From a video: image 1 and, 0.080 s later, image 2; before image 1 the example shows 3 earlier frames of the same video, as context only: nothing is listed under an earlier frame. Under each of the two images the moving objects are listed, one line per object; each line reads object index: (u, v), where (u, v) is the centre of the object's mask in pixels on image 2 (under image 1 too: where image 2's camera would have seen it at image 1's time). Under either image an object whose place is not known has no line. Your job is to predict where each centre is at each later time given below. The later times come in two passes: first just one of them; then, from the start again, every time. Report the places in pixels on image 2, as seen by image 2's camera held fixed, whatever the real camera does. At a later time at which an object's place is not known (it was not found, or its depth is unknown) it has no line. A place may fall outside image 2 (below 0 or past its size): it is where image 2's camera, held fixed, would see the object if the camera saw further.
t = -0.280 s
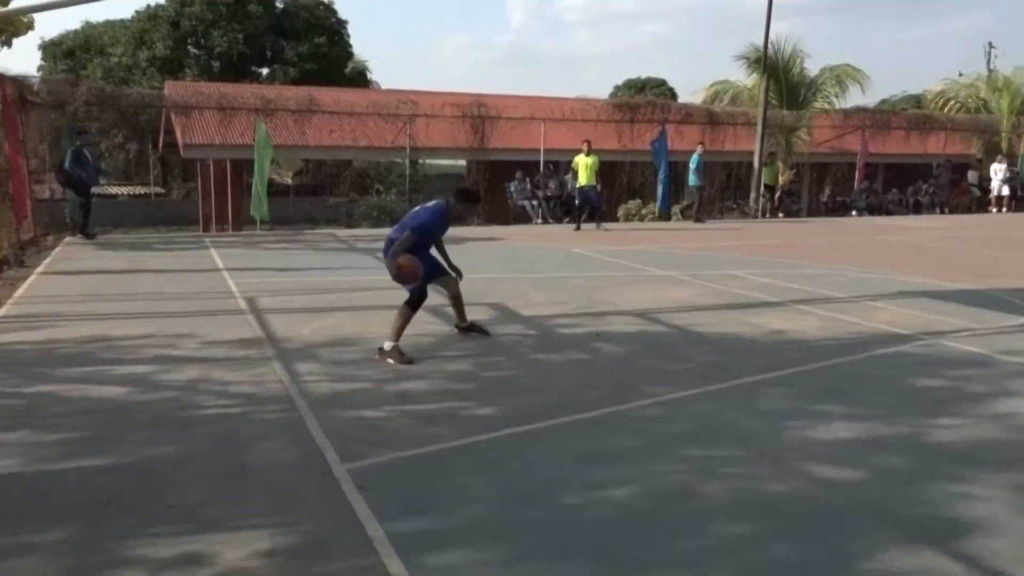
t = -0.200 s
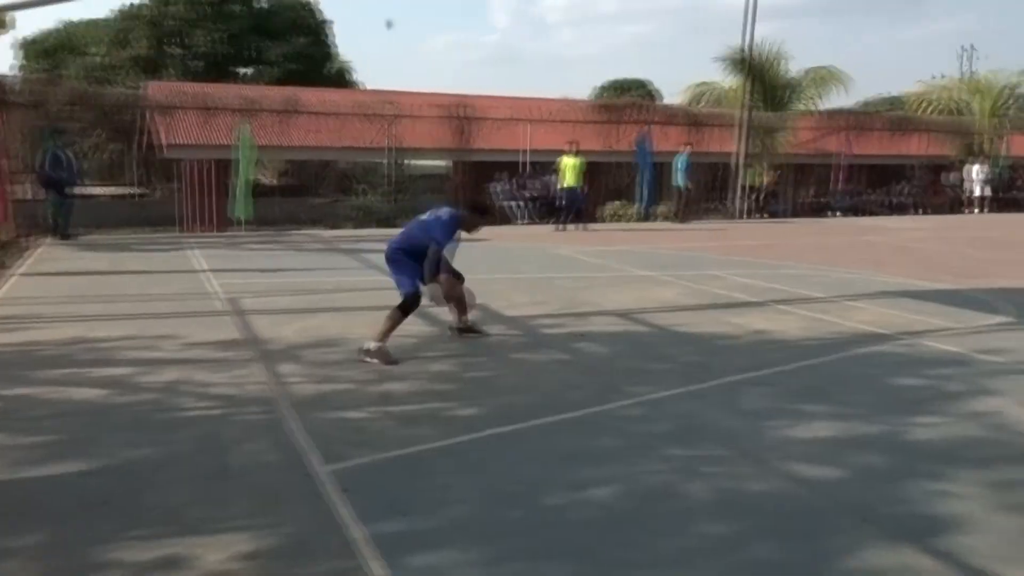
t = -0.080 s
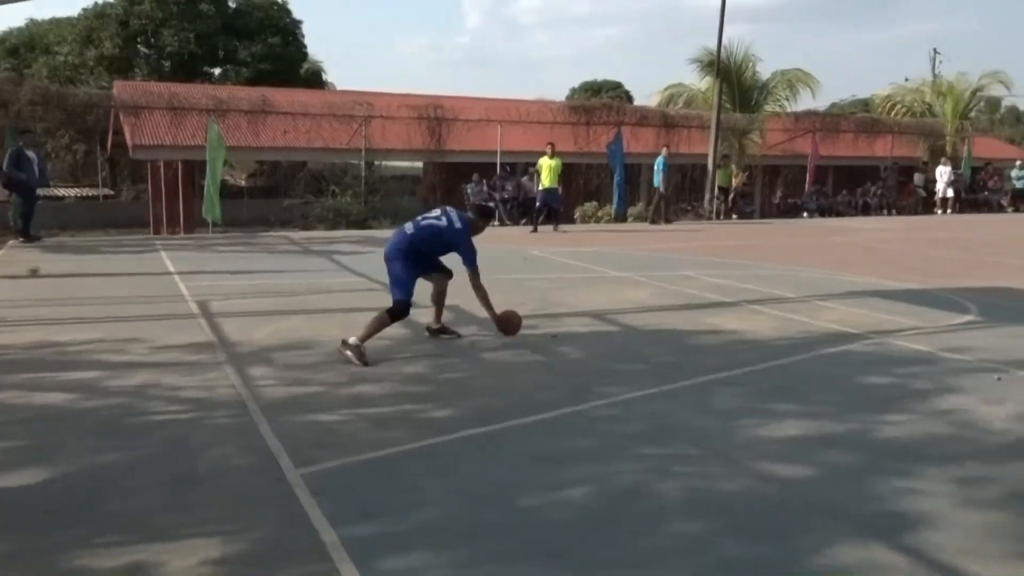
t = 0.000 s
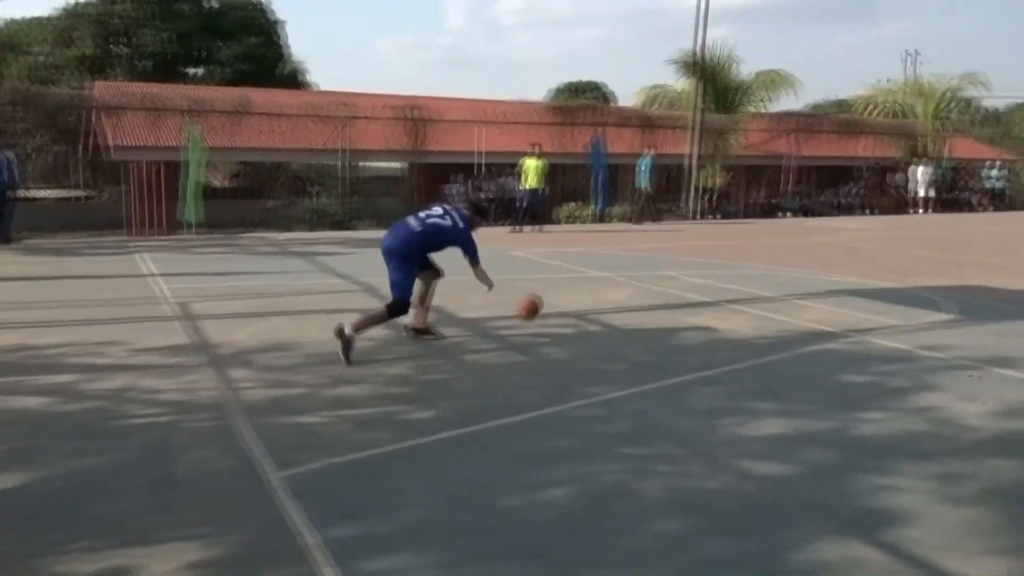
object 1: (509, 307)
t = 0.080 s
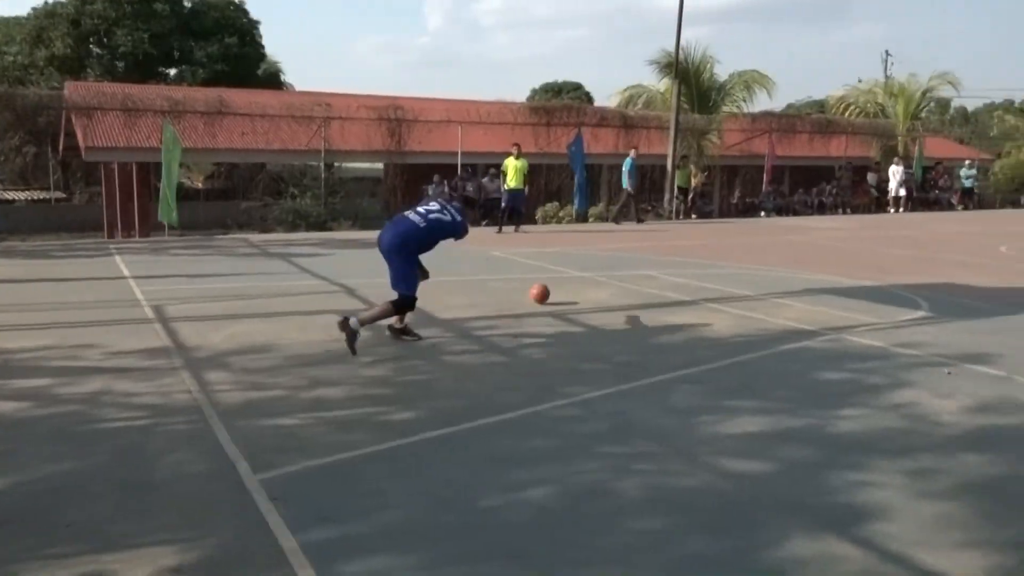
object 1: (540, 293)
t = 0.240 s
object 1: (587, 271)
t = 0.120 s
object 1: (550, 286)
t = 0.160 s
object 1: (560, 281)
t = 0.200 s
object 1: (573, 275)
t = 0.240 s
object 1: (587, 271)
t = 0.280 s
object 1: (595, 266)
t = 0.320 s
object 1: (604, 262)
